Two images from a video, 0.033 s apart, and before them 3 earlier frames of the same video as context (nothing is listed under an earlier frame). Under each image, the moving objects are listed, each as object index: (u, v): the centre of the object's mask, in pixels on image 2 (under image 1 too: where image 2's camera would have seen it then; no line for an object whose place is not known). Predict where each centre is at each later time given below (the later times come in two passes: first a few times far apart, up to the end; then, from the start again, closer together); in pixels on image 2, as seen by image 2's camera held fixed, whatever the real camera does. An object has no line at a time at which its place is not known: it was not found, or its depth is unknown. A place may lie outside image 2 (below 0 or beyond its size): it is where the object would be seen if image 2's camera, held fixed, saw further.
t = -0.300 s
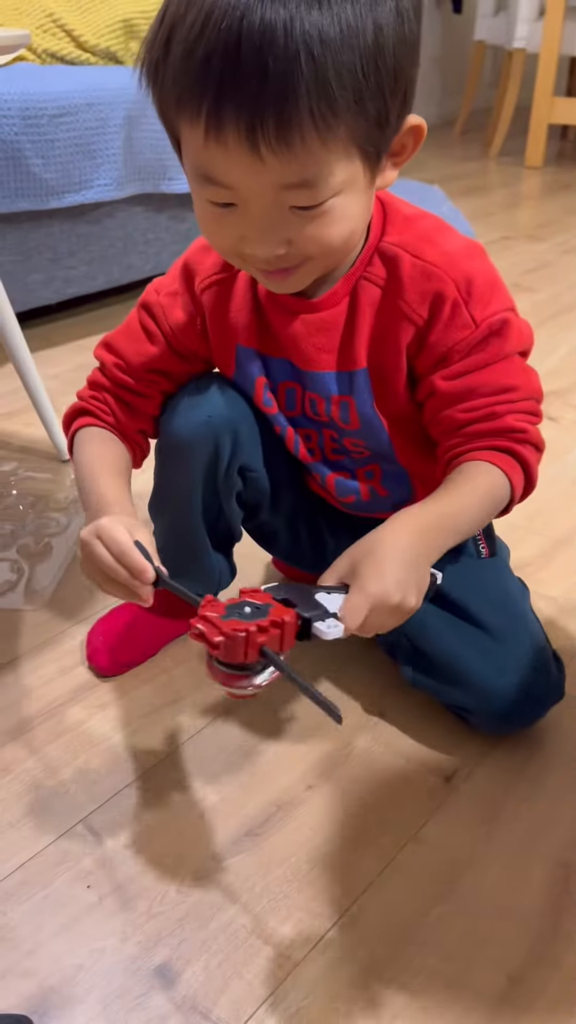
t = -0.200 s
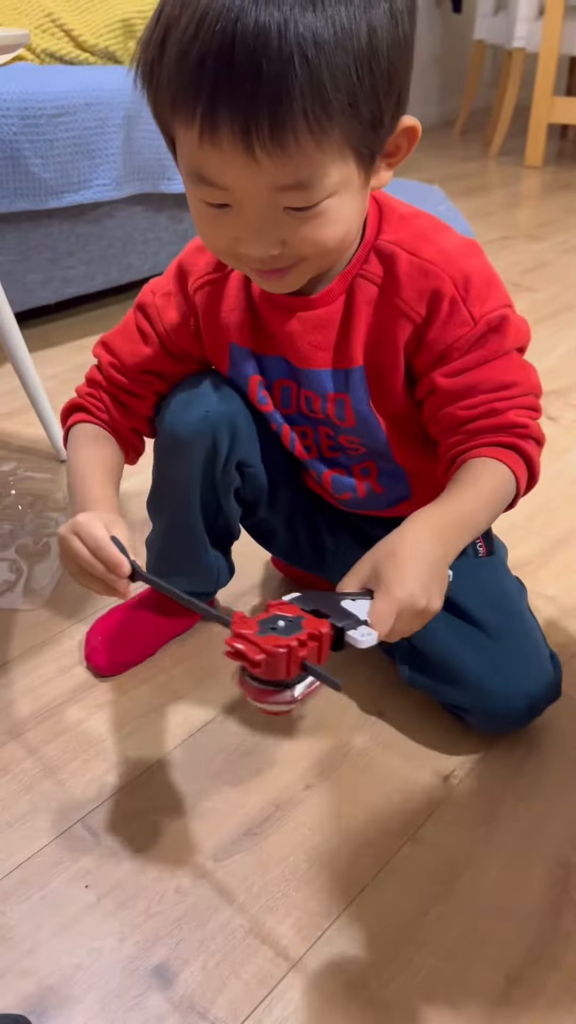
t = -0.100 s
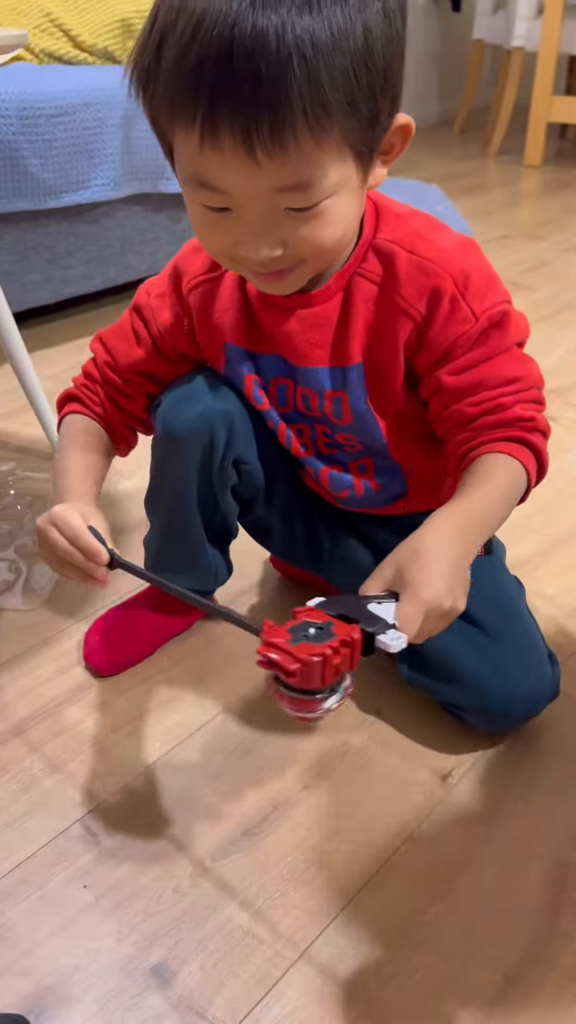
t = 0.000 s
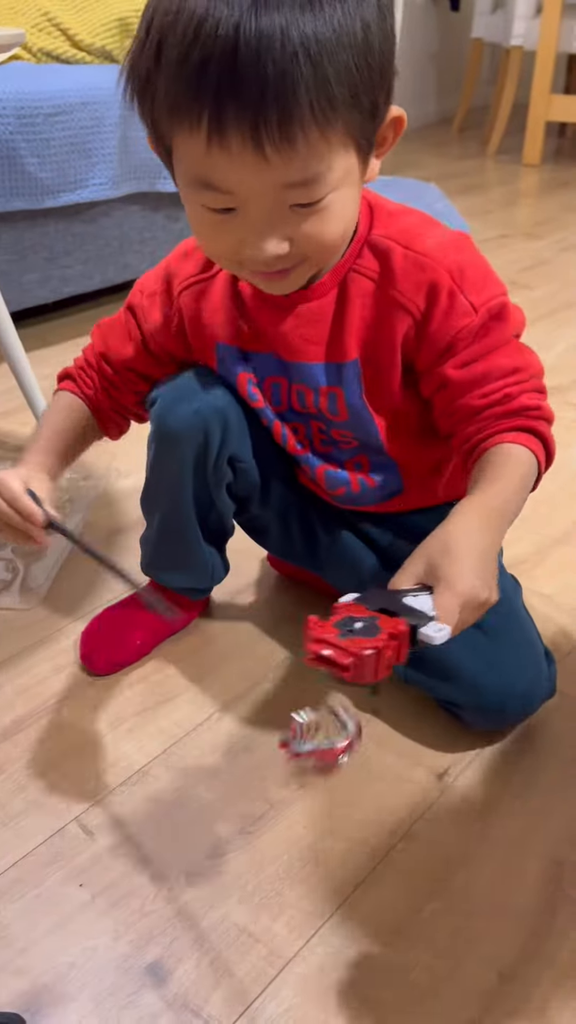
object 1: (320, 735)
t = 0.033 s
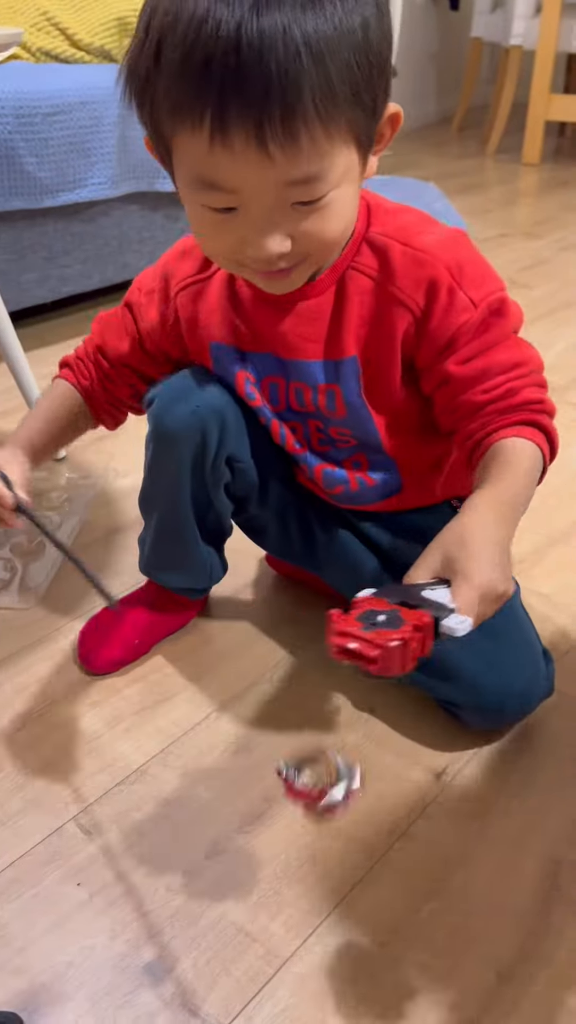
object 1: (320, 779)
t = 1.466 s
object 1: (324, 880)
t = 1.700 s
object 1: (319, 882)
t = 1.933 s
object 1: (316, 881)
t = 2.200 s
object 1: (315, 881)
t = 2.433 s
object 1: (315, 881)
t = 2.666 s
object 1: (315, 881)
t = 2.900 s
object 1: (315, 881)
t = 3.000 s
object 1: (315, 881)
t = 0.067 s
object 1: (323, 836)
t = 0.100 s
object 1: (323, 896)
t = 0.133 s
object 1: (322, 881)
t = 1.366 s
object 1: (320, 878)
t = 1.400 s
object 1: (323, 879)
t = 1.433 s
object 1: (322, 880)
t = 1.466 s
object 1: (324, 880)
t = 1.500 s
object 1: (324, 877)
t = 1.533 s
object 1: (326, 877)
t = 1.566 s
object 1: (328, 879)
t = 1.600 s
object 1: (327, 880)
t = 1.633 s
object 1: (324, 880)
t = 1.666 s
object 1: (321, 882)
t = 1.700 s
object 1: (319, 882)
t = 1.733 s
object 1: (317, 881)
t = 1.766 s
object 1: (316, 881)
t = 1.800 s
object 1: (316, 881)
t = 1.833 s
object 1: (316, 881)
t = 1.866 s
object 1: (316, 881)
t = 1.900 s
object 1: (316, 881)
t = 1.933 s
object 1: (316, 881)
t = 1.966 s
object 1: (316, 881)
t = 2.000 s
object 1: (316, 881)
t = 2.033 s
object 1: (316, 881)
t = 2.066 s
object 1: (316, 881)
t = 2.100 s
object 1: (315, 881)
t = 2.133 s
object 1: (315, 881)
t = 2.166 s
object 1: (315, 881)
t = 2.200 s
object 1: (315, 881)
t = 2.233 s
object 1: (315, 881)
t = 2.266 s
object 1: (315, 881)
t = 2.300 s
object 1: (315, 881)
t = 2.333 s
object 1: (315, 881)
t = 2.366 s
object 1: (315, 881)
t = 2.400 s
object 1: (315, 881)
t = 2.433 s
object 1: (315, 881)
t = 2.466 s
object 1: (315, 881)
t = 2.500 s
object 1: (315, 881)
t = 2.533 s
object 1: (315, 881)
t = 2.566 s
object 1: (315, 881)
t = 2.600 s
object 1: (315, 881)
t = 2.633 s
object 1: (315, 881)
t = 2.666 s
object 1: (315, 881)
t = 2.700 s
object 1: (315, 881)
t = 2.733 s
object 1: (315, 881)
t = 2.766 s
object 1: (315, 881)
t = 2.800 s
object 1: (315, 881)
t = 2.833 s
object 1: (316, 881)
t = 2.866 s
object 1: (315, 881)
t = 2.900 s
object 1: (315, 881)
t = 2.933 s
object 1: (316, 881)
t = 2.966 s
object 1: (315, 881)
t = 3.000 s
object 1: (315, 881)
